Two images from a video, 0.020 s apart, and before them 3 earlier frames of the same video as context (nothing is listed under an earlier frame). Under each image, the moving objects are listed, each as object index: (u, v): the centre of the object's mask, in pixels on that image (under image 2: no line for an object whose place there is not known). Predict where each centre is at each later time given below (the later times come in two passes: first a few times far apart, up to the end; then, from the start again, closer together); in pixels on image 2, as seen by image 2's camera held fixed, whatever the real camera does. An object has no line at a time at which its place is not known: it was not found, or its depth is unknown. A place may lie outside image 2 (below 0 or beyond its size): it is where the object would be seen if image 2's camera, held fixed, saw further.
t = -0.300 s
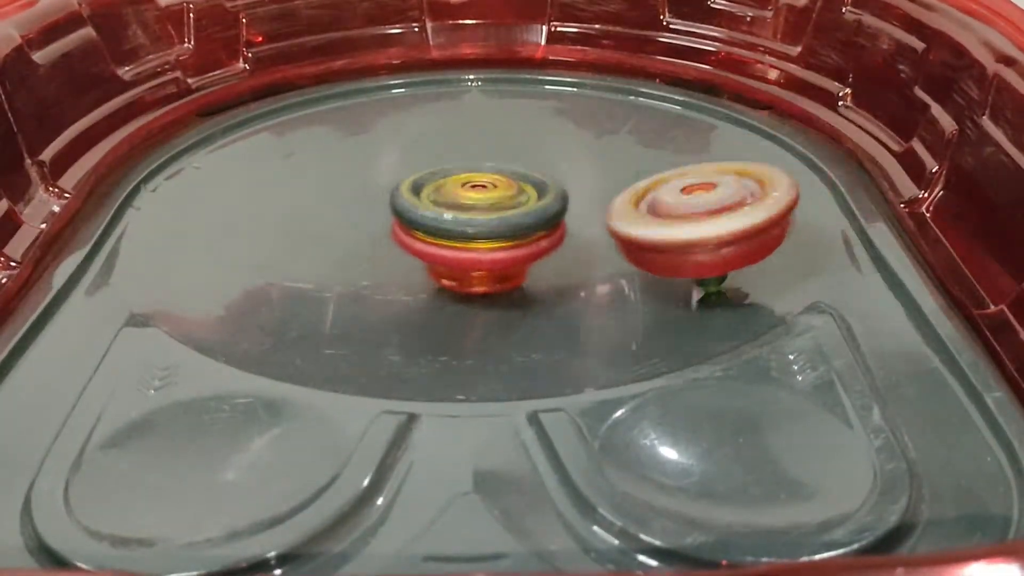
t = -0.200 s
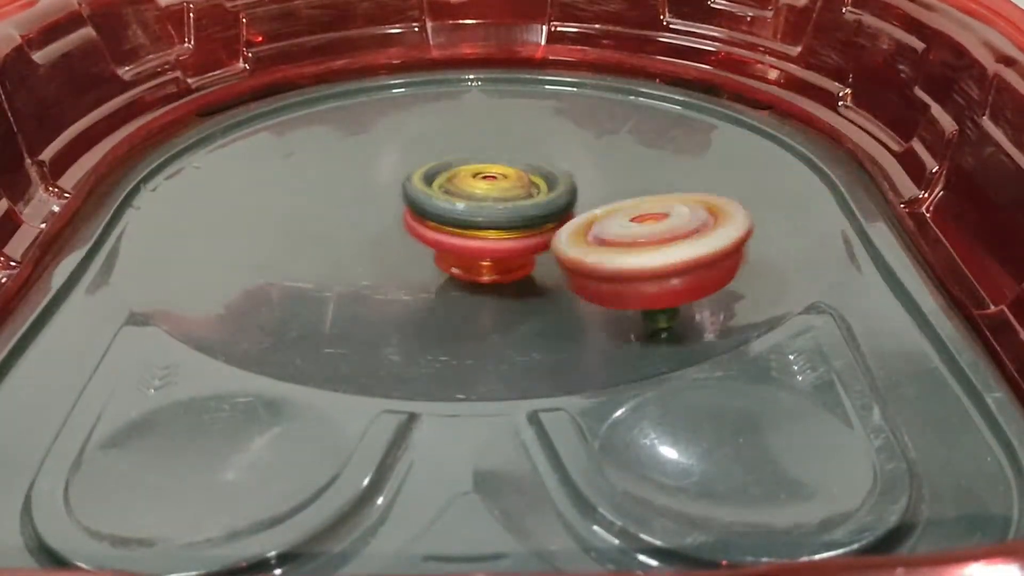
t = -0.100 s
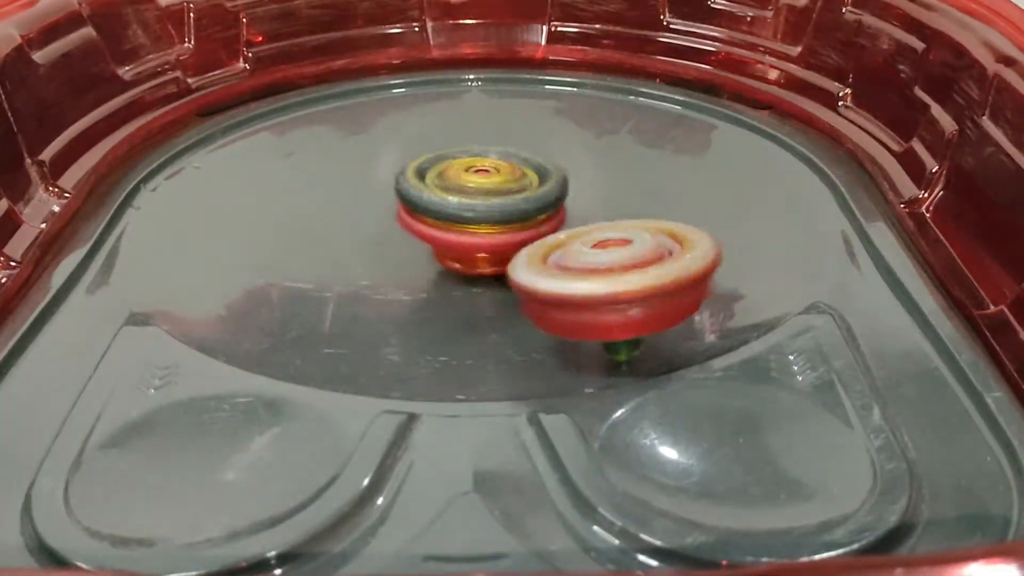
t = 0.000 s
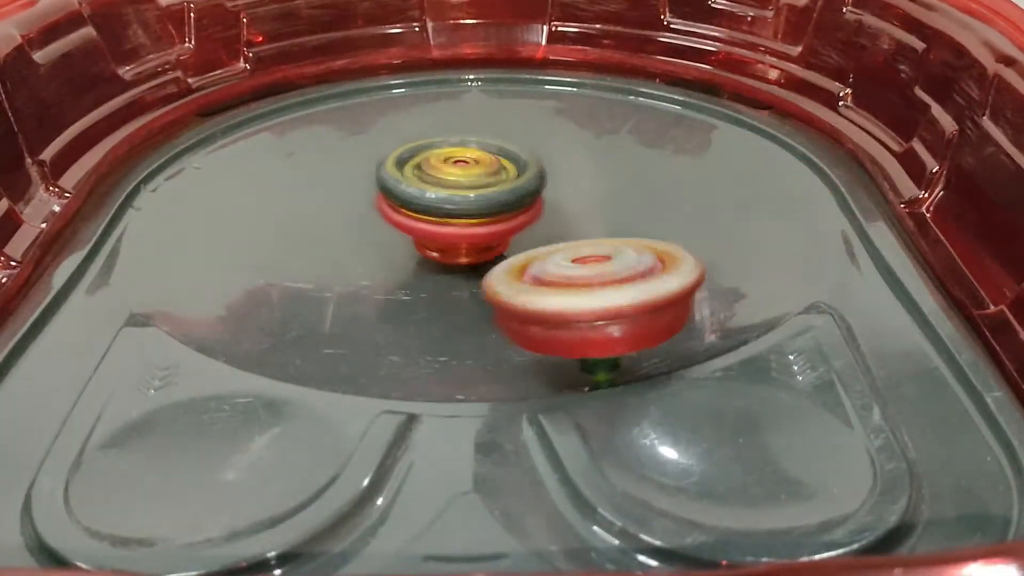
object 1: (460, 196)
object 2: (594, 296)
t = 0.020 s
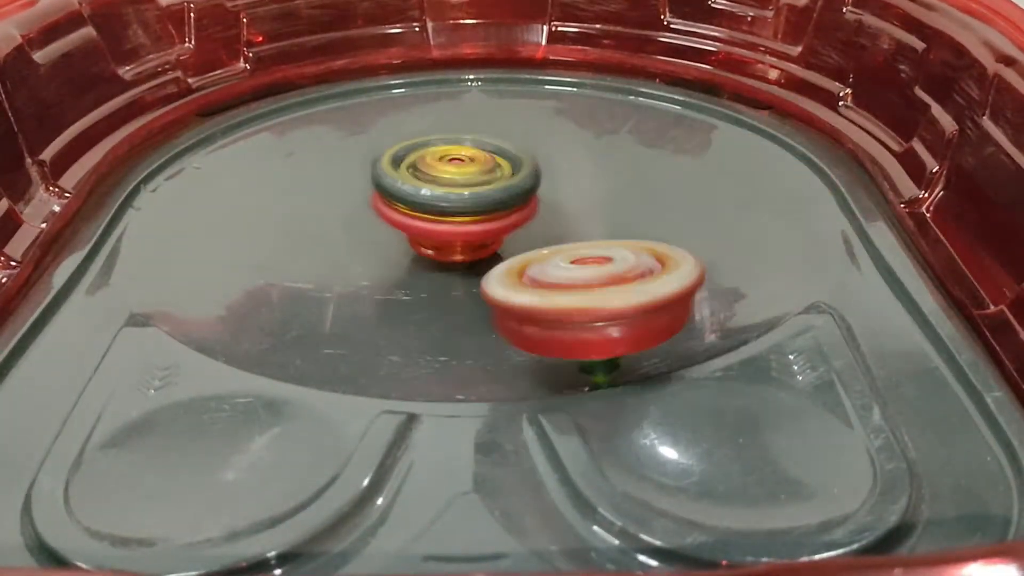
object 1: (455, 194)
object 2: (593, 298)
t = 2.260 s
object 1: (618, 206)
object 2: (439, 180)
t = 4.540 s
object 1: (357, 234)
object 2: (647, 198)
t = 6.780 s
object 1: (676, 192)
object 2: (184, 151)
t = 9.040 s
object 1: (491, 256)
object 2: (330, 199)
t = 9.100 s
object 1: (475, 263)
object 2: (335, 186)
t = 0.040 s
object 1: (451, 192)
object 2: (592, 298)
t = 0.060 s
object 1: (445, 190)
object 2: (590, 299)
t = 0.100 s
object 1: (435, 187)
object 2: (583, 297)
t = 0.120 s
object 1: (430, 185)
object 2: (577, 296)
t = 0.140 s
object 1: (425, 184)
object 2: (569, 294)
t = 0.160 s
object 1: (420, 182)
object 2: (559, 292)
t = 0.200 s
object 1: (410, 179)
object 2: (535, 286)
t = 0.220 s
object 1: (405, 179)
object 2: (521, 283)
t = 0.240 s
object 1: (400, 178)
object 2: (504, 280)
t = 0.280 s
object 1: (391, 175)
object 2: (471, 275)
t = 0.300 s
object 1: (386, 174)
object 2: (453, 272)
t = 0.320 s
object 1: (382, 172)
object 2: (434, 269)
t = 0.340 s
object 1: (377, 172)
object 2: (414, 267)
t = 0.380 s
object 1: (371, 171)
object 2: (375, 263)
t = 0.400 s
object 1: (369, 172)
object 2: (356, 261)
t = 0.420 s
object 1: (367, 172)
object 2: (338, 259)
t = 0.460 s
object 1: (369, 176)
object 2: (302, 257)
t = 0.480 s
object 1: (372, 181)
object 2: (286, 256)
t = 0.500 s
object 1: (375, 186)
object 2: (270, 256)
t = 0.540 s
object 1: (383, 196)
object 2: (246, 256)
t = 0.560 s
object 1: (387, 200)
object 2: (234, 256)
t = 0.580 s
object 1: (392, 203)
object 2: (224, 258)
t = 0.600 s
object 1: (398, 204)
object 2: (217, 258)
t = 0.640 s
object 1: (410, 206)
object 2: (210, 257)
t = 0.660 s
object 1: (417, 205)
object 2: (210, 255)
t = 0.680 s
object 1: (425, 204)
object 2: (212, 254)
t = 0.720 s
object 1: (441, 201)
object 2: (219, 253)
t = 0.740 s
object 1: (448, 200)
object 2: (225, 249)
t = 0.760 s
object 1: (455, 198)
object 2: (232, 246)
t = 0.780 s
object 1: (461, 196)
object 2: (239, 244)
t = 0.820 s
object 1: (473, 191)
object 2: (257, 237)
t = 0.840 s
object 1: (477, 188)
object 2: (265, 234)
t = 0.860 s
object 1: (480, 185)
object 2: (273, 229)
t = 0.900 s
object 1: (482, 179)
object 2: (287, 218)
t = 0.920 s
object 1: (481, 176)
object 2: (293, 212)
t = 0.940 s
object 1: (479, 173)
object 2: (298, 205)
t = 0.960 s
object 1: (477, 171)
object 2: (300, 198)
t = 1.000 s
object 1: (473, 166)
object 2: (302, 184)
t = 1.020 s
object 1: (471, 165)
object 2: (301, 177)
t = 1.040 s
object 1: (477, 163)
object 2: (290, 170)
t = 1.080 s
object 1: (489, 160)
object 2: (267, 158)
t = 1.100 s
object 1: (492, 158)
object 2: (256, 153)
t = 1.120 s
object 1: (496, 157)
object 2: (246, 149)
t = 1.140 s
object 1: (499, 156)
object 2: (236, 146)
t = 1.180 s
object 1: (502, 156)
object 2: (217, 144)
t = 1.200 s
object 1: (502, 157)
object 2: (211, 144)
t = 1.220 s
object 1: (503, 157)
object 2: (206, 146)
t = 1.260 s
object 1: (504, 159)
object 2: (203, 152)
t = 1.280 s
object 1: (504, 160)
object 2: (208, 157)
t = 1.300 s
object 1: (504, 160)
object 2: (215, 162)
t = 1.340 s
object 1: (503, 162)
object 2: (240, 170)
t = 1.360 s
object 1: (503, 163)
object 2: (256, 174)
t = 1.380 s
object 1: (503, 164)
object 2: (276, 177)
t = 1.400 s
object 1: (504, 165)
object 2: (295, 178)
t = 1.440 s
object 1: (505, 165)
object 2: (333, 176)
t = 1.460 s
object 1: (520, 165)
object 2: (337, 175)
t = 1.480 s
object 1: (539, 164)
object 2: (337, 173)
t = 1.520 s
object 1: (568, 161)
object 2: (339, 168)
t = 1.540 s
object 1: (575, 161)
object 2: (341, 166)
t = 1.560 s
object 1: (581, 160)
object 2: (343, 164)
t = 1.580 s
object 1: (586, 161)
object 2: (345, 162)
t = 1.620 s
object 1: (592, 161)
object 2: (350, 159)
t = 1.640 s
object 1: (592, 161)
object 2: (353, 158)
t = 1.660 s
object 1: (592, 162)
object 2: (357, 157)
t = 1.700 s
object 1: (591, 163)
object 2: (364, 156)
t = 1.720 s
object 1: (590, 165)
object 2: (369, 156)
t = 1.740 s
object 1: (589, 165)
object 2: (374, 155)
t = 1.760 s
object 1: (587, 166)
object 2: (380, 154)
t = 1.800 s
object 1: (584, 168)
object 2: (392, 154)
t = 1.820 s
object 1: (583, 169)
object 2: (399, 154)
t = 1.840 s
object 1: (582, 169)
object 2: (406, 153)
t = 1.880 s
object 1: (588, 170)
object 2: (413, 150)
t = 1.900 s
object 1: (601, 172)
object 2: (406, 145)
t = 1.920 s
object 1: (610, 174)
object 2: (399, 143)
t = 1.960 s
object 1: (619, 178)
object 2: (386, 141)
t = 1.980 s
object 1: (621, 180)
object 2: (379, 140)
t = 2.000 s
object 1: (623, 182)
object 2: (373, 141)
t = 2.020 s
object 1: (624, 184)
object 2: (369, 143)
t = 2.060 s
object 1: (624, 187)
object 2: (362, 149)
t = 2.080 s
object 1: (623, 189)
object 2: (363, 153)
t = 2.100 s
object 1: (622, 192)
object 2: (365, 157)
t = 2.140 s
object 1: (619, 194)
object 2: (374, 166)
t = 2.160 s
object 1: (616, 196)
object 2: (384, 171)
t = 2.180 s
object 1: (614, 198)
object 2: (394, 175)
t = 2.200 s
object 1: (614, 200)
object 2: (405, 177)
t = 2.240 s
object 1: (611, 202)
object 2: (432, 182)
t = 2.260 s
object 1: (618, 206)
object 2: (439, 180)
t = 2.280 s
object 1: (643, 209)
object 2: (428, 175)
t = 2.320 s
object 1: (682, 216)
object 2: (407, 166)
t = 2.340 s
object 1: (697, 218)
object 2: (395, 161)
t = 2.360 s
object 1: (706, 222)
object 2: (385, 158)
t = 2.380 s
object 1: (713, 223)
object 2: (373, 156)
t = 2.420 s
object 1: (718, 229)
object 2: (348, 152)
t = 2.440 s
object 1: (715, 232)
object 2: (337, 152)
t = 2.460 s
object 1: (710, 236)
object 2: (325, 153)
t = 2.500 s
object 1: (696, 240)
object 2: (307, 156)
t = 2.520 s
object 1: (687, 241)
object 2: (300, 160)
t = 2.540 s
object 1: (679, 243)
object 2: (294, 164)
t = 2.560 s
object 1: (670, 245)
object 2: (293, 168)
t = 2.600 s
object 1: (651, 247)
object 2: (297, 179)
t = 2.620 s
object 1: (643, 249)
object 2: (303, 185)
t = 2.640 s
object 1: (633, 250)
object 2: (313, 190)
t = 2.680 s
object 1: (615, 250)
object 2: (336, 199)
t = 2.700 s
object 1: (608, 251)
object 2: (351, 201)
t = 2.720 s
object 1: (600, 252)
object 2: (366, 203)
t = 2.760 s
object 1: (583, 253)
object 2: (400, 206)
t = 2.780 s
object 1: (577, 253)
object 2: (413, 204)
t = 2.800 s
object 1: (583, 258)
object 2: (421, 199)
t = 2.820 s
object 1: (602, 262)
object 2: (415, 186)
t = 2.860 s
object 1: (629, 273)
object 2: (407, 167)
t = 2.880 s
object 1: (637, 274)
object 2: (402, 159)
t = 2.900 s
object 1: (643, 278)
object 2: (396, 152)
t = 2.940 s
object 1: (644, 282)
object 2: (385, 139)
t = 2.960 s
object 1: (643, 283)
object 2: (378, 132)
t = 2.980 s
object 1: (637, 282)
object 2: (370, 125)
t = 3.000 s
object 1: (628, 285)
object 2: (361, 121)
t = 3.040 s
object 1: (612, 281)
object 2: (345, 110)
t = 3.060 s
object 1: (602, 282)
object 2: (335, 107)
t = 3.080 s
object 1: (593, 278)
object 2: (327, 103)
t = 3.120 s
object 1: (576, 274)
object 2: (309, 100)
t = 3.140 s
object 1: (568, 271)
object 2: (301, 100)
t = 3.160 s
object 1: (560, 269)
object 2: (293, 101)
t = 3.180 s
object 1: (550, 265)
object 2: (289, 104)
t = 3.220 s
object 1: (536, 259)
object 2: (284, 112)
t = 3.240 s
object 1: (527, 256)
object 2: (285, 118)
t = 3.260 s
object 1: (519, 254)
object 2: (287, 125)
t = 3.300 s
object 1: (505, 247)
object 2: (300, 139)
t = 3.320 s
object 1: (497, 245)
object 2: (309, 145)
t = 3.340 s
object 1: (492, 242)
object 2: (322, 151)
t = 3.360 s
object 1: (486, 239)
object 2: (336, 156)
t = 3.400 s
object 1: (473, 234)
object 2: (358, 161)
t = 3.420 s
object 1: (480, 235)
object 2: (368, 159)
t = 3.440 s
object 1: (487, 243)
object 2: (379, 155)
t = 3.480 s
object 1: (500, 248)
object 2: (401, 154)
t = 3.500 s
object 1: (503, 251)
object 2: (417, 154)
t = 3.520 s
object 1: (507, 255)
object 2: (431, 154)
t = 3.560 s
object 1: (506, 256)
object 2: (463, 151)
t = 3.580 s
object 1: (508, 255)
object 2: (477, 147)
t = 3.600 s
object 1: (508, 255)
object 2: (494, 146)
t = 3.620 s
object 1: (506, 255)
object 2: (509, 146)
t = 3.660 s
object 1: (506, 251)
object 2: (536, 143)
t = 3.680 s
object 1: (503, 249)
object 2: (548, 140)
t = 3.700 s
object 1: (503, 249)
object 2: (561, 139)
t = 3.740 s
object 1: (498, 244)
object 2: (580, 135)
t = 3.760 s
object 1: (498, 243)
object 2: (588, 131)
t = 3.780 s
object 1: (495, 241)
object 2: (594, 128)
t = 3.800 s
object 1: (491, 240)
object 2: (601, 124)
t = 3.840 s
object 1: (487, 235)
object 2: (609, 118)
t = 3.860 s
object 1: (486, 234)
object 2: (611, 115)
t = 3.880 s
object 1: (484, 231)
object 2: (612, 113)
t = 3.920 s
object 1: (479, 227)
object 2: (609, 110)
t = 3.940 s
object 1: (477, 225)
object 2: (607, 111)
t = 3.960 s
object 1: (475, 224)
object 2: (602, 112)
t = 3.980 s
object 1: (474, 222)
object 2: (597, 115)
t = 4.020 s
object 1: (468, 219)
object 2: (586, 122)
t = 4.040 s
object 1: (469, 217)
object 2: (582, 125)
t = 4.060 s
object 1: (468, 216)
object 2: (576, 129)
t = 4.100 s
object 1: (465, 213)
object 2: (571, 138)
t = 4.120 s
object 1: (452, 218)
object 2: (572, 145)
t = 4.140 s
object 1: (427, 224)
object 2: (574, 143)
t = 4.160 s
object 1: (402, 228)
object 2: (582, 145)
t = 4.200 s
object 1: (363, 236)
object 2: (589, 148)
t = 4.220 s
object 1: (347, 240)
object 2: (594, 150)
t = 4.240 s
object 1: (335, 242)
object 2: (598, 152)
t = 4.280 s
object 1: (318, 243)
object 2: (607, 158)
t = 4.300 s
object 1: (314, 242)
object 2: (612, 161)
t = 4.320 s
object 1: (308, 244)
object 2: (616, 164)
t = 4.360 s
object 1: (308, 243)
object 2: (624, 171)
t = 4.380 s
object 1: (310, 243)
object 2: (627, 174)
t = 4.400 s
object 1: (314, 241)
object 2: (631, 177)
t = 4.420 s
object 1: (316, 242)
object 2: (633, 180)
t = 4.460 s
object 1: (329, 239)
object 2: (639, 187)
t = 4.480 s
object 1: (334, 239)
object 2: (642, 190)
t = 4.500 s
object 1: (342, 237)
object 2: (644, 193)
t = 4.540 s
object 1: (357, 234)
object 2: (647, 198)
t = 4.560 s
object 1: (364, 233)
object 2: (649, 201)
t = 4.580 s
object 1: (372, 232)
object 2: (648, 203)
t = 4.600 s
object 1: (380, 229)
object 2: (648, 205)
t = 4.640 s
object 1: (396, 226)
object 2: (644, 210)
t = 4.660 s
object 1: (402, 226)
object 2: (640, 212)
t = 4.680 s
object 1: (411, 223)
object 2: (635, 216)
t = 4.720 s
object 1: (424, 220)
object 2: (624, 218)
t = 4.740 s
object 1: (431, 218)
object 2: (617, 221)
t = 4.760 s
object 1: (430, 218)
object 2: (616, 224)
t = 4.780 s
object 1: (420, 207)
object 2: (633, 229)
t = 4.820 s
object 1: (401, 192)
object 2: (658, 234)
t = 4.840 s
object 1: (394, 187)
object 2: (668, 233)
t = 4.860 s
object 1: (388, 179)
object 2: (679, 236)
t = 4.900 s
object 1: (379, 164)
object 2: (700, 239)
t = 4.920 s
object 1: (376, 157)
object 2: (707, 238)
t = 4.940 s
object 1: (370, 151)
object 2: (716, 238)
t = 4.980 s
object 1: (364, 141)
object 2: (727, 237)
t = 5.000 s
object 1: (363, 136)
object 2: (728, 236)
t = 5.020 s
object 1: (358, 133)
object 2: (729, 235)
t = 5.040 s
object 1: (357, 130)
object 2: (726, 235)
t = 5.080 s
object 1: (350, 127)
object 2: (714, 233)
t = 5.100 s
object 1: (347, 126)
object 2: (706, 231)
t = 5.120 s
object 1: (343, 125)
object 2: (694, 231)
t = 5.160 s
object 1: (339, 124)
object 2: (670, 231)
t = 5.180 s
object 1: (338, 125)
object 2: (657, 230)
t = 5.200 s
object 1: (336, 126)
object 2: (643, 232)
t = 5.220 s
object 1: (336, 127)
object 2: (630, 230)
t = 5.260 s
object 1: (336, 131)
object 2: (602, 229)
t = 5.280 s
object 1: (335, 133)
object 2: (587, 230)
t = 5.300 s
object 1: (338, 135)
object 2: (573, 228)
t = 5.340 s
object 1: (341, 141)
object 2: (543, 230)
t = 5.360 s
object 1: (344, 144)
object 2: (526, 231)
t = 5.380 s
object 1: (350, 148)
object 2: (512, 228)
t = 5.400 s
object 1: (357, 152)
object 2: (494, 229)
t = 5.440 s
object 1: (369, 154)
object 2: (467, 226)
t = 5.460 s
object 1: (371, 150)
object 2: (460, 225)
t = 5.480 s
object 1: (372, 146)
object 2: (452, 232)
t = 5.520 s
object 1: (375, 141)
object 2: (429, 231)
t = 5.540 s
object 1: (378, 139)
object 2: (417, 232)
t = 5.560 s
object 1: (378, 139)
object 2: (405, 234)
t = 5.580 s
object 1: (383, 139)
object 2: (392, 234)
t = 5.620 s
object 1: (393, 139)
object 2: (368, 235)
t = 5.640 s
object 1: (397, 143)
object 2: (358, 237)
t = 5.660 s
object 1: (405, 144)
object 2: (346, 236)
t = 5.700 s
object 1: (416, 153)
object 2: (327, 236)
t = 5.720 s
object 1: (419, 158)
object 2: (319, 239)
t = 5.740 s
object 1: (424, 161)
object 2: (310, 239)
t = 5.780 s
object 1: (430, 168)
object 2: (299, 239)
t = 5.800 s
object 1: (432, 173)
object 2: (297, 240)
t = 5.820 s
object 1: (436, 174)
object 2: (294, 240)
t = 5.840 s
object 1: (438, 178)
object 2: (294, 241)
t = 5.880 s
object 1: (445, 182)
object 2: (297, 239)
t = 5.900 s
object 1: (448, 182)
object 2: (300, 240)
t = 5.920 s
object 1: (452, 184)
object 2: (305, 237)
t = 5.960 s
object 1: (459, 187)
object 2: (317, 234)
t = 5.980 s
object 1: (465, 186)
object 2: (314, 236)
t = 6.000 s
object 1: (473, 187)
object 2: (314, 234)
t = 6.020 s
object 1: (479, 185)
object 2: (312, 234)
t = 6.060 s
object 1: (489, 185)
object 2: (312, 234)
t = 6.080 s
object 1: (494, 185)
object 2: (313, 232)
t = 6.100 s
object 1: (496, 186)
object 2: (316, 230)
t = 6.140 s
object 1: (500, 187)
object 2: (325, 226)
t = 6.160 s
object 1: (503, 186)
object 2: (329, 224)
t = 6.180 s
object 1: (503, 190)
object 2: (334, 221)
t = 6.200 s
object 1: (505, 188)
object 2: (338, 219)
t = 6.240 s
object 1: (513, 187)
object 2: (332, 214)
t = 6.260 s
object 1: (517, 188)
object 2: (328, 212)
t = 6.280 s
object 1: (519, 188)
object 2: (324, 211)
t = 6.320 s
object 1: (522, 188)
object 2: (318, 206)
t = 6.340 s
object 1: (525, 188)
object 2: (315, 204)
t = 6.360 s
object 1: (522, 189)
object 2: (315, 202)
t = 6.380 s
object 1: (524, 189)
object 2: (314, 201)
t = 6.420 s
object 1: (521, 190)
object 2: (316, 198)
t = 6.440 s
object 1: (519, 191)
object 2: (318, 196)
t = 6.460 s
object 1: (517, 191)
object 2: (321, 195)
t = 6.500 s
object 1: (513, 193)
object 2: (331, 192)
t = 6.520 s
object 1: (514, 193)
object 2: (333, 190)
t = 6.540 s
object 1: (540, 192)
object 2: (310, 184)
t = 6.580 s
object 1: (593, 193)
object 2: (270, 174)
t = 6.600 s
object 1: (612, 191)
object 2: (257, 172)
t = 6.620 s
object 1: (628, 191)
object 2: (246, 170)
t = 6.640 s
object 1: (639, 190)
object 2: (238, 166)
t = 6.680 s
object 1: (656, 190)
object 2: (219, 161)
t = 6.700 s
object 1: (663, 191)
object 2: (211, 157)
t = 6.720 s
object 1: (668, 191)
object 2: (202, 155)
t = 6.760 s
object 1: (676, 192)
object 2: (188, 152)
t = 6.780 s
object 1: (676, 192)
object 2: (184, 151)
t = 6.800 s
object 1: (676, 193)
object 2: (181, 150)
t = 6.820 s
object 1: (672, 195)
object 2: (179, 152)
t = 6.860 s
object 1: (663, 197)
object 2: (190, 155)
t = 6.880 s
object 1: (658, 197)
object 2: (198, 159)
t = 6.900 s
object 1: (654, 198)
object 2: (208, 160)
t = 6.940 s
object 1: (640, 200)
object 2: (231, 165)
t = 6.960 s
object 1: (633, 204)
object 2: (242, 167)
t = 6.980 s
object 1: (626, 206)
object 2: (255, 170)
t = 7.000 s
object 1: (621, 206)
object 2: (269, 171)
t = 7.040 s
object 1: (606, 209)
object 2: (296, 175)
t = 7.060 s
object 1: (598, 213)
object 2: (309, 177)
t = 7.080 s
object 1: (588, 216)
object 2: (323, 179)
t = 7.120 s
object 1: (570, 221)
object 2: (349, 184)
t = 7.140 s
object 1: (559, 221)
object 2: (364, 184)
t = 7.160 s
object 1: (548, 225)
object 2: (377, 186)
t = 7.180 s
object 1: (548, 229)
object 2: (382, 184)
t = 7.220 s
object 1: (561, 242)
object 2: (386, 178)
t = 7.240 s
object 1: (562, 247)
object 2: (397, 173)
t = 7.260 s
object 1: (565, 248)
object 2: (406, 170)
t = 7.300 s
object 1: (562, 252)
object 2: (432, 171)
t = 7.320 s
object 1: (562, 252)
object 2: (442, 170)
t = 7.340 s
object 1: (558, 254)
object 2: (453, 169)
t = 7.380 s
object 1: (549, 251)
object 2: (471, 165)
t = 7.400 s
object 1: (541, 250)
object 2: (482, 161)
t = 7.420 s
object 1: (534, 250)
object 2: (493, 158)
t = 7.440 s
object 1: (529, 251)
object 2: (503, 156)
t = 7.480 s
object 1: (510, 251)
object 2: (522, 152)
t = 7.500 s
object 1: (504, 251)
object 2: (528, 151)
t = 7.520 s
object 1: (495, 252)
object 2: (538, 152)
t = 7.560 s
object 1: (476, 248)
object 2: (554, 148)
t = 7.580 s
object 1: (466, 247)
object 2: (562, 147)
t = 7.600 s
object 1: (456, 244)
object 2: (569, 145)
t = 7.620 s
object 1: (446, 242)
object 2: (575, 143)
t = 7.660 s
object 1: (429, 236)
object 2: (587, 140)
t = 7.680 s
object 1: (421, 233)
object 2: (592, 137)
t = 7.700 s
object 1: (414, 231)
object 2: (597, 136)
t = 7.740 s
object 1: (400, 221)
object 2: (603, 135)
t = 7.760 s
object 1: (393, 218)
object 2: (604, 134)
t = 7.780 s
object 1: (389, 214)
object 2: (604, 135)
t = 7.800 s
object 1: (384, 206)
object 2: (604, 135)
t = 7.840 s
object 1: (377, 200)
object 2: (601, 140)
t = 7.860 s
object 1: (376, 193)
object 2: (599, 142)
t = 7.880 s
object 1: (373, 190)
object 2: (595, 145)
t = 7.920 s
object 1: (375, 181)
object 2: (590, 152)
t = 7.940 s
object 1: (375, 177)
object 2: (586, 157)
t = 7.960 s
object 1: (375, 175)
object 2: (582, 161)
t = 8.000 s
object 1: (383, 165)
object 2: (575, 170)
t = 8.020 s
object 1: (386, 164)
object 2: (571, 172)
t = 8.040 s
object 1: (392, 161)
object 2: (568, 178)
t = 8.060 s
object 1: (397, 157)
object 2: (563, 182)
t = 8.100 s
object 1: (404, 154)
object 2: (554, 190)
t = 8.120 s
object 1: (410, 150)
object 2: (550, 195)
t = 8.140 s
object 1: (414, 146)
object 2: (549, 200)
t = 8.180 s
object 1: (425, 141)
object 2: (542, 211)
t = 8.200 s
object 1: (432, 139)
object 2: (541, 214)
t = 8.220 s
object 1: (437, 138)
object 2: (538, 220)
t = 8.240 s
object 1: (444, 137)
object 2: (534, 222)
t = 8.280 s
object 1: (459, 137)
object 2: (524, 230)
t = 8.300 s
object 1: (464, 138)
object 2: (518, 234)
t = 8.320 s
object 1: (471, 139)
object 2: (514, 240)
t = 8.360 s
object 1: (486, 141)
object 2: (500, 244)
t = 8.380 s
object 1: (492, 142)
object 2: (494, 247)
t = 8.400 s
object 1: (500, 144)
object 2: (486, 250)
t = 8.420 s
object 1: (508, 146)
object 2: (477, 252)
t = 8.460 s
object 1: (521, 152)
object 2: (461, 257)
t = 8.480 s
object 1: (529, 157)
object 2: (451, 258)
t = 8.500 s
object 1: (536, 160)
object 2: (444, 259)
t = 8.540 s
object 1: (548, 169)
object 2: (424, 262)
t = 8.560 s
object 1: (555, 175)
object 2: (417, 262)
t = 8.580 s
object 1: (560, 177)
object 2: (408, 262)
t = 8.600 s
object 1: (563, 181)
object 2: (399, 262)
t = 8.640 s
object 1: (573, 191)
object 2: (384, 261)
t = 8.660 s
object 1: (576, 194)
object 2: (375, 260)
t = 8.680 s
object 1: (577, 200)
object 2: (370, 258)
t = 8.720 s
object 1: (579, 210)
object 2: (357, 255)
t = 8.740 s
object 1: (579, 213)
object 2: (353, 253)
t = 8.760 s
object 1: (578, 219)
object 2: (348, 251)
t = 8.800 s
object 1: (571, 228)
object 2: (341, 245)
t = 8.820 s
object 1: (567, 230)
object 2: (339, 242)
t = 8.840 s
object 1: (562, 236)
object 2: (336, 239)
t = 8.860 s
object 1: (554, 239)
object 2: (335, 235)
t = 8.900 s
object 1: (543, 245)
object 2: (334, 228)
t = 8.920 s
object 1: (533, 248)
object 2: (335, 225)
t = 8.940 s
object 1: (523, 250)
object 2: (335, 221)
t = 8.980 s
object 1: (514, 254)
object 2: (333, 213)
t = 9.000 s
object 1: (505, 255)
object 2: (332, 209)
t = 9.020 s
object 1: (495, 256)
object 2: (331, 204)
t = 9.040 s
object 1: (491, 256)
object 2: (330, 199)
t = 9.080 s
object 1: (481, 262)
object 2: (332, 191)
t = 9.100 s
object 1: (475, 263)
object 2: (335, 186)
